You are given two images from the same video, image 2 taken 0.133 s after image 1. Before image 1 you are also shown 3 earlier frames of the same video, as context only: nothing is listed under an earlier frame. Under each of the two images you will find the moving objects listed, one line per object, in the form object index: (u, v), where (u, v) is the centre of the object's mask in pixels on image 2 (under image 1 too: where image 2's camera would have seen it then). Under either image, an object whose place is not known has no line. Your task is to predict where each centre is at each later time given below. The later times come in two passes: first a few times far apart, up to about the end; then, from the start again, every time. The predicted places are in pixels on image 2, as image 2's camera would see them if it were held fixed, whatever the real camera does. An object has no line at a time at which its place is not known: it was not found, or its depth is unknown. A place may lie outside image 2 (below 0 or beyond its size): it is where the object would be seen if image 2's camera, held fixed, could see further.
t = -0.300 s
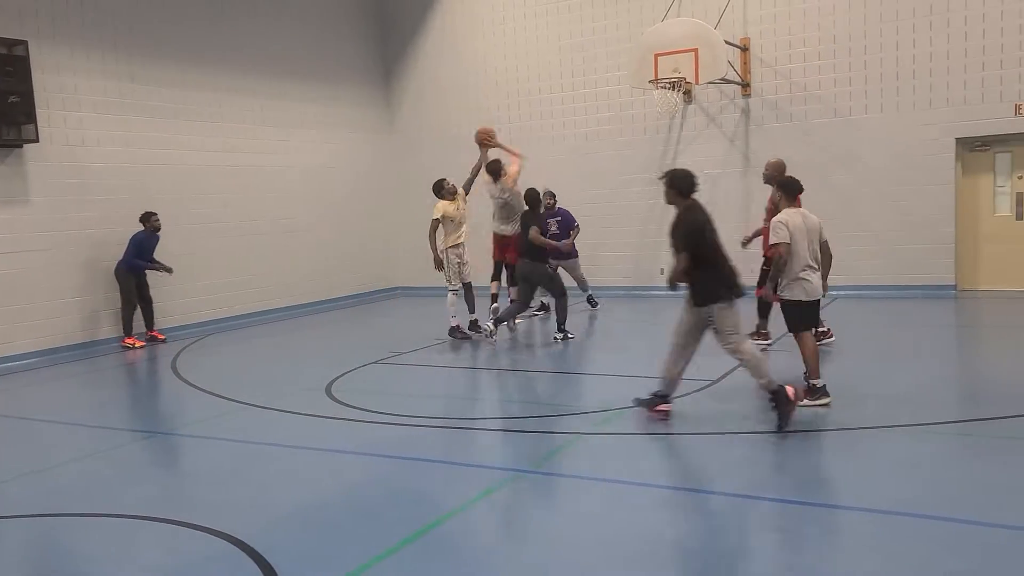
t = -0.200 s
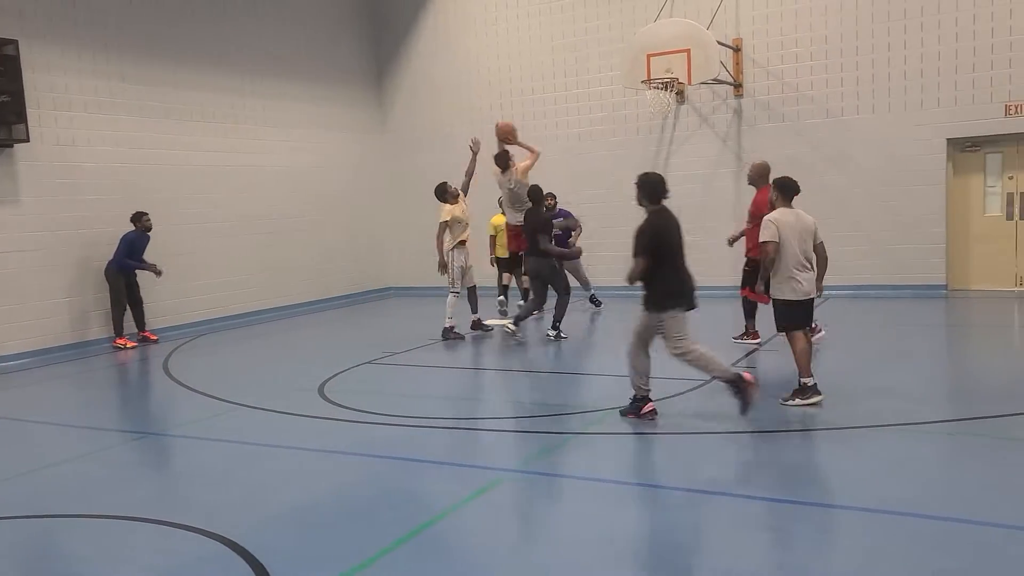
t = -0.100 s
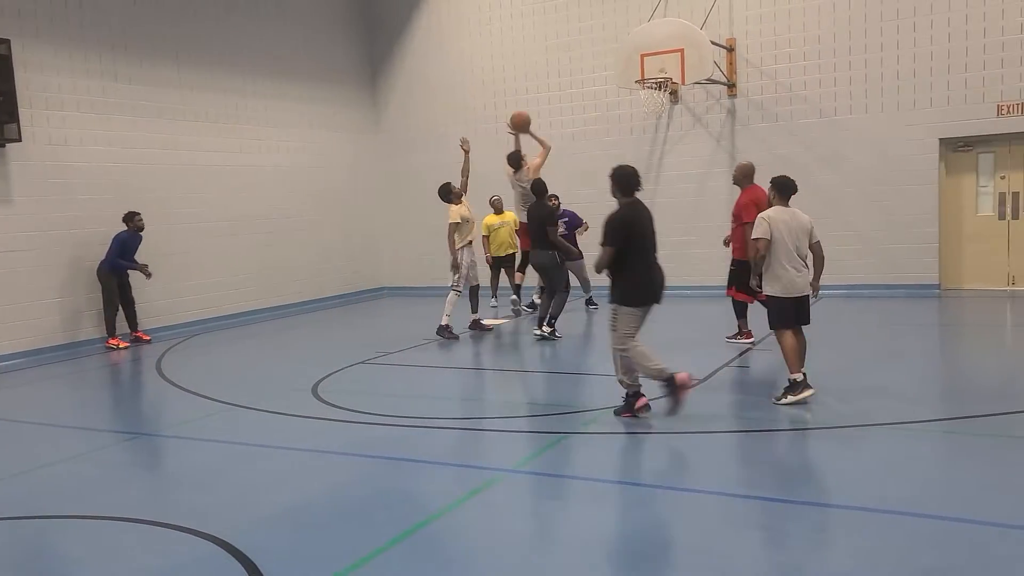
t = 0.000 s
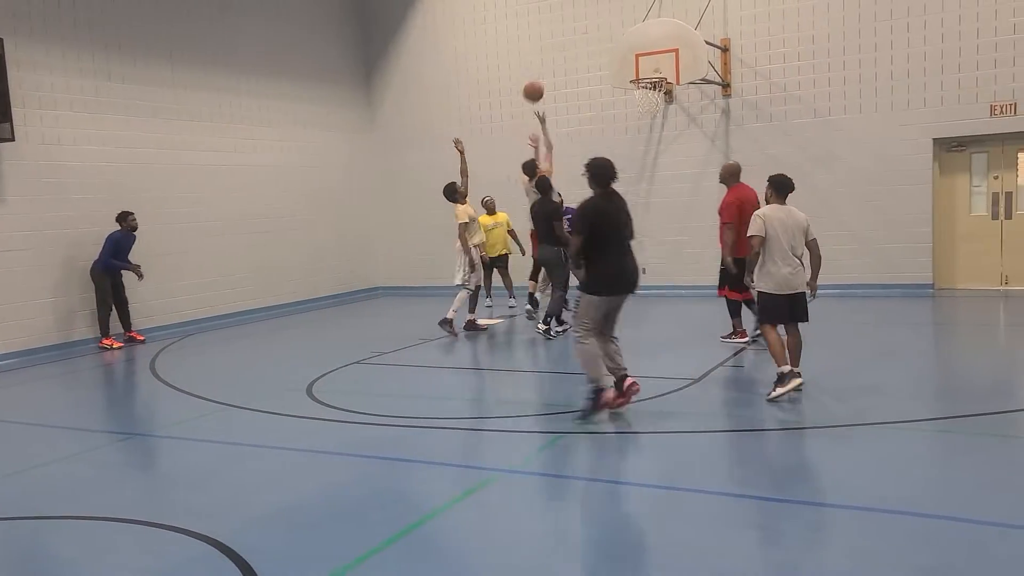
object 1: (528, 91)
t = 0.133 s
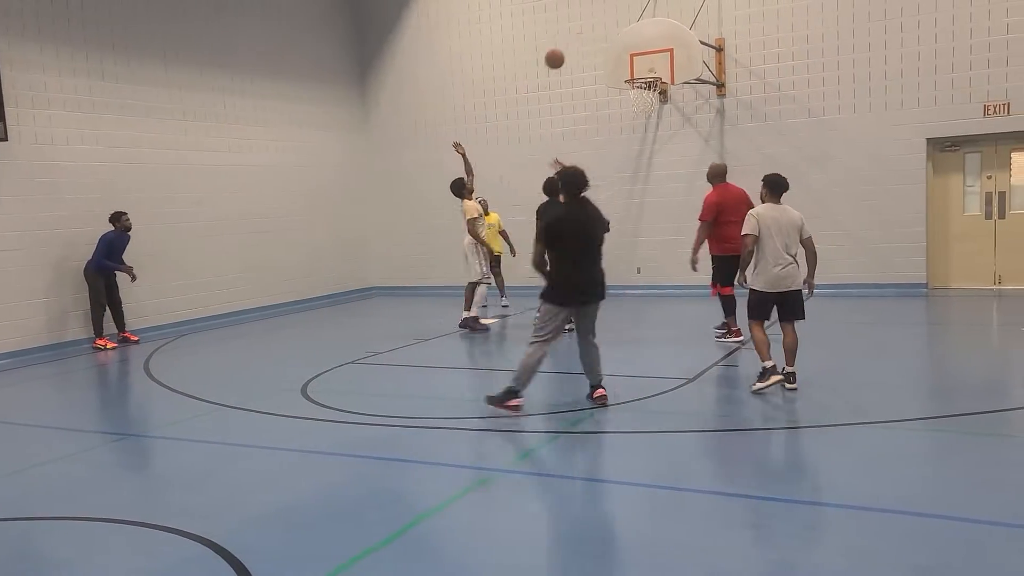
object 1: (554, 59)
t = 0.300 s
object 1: (586, 41)
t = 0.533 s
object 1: (628, 53)
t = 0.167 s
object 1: (561, 53)
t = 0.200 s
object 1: (567, 49)
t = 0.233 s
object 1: (573, 45)
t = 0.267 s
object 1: (580, 42)
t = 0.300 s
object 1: (586, 41)
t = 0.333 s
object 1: (592, 40)
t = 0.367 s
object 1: (598, 40)
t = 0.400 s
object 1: (604, 41)
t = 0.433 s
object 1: (610, 43)
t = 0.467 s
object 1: (616, 45)
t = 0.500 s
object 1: (622, 48)
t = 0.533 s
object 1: (628, 53)
